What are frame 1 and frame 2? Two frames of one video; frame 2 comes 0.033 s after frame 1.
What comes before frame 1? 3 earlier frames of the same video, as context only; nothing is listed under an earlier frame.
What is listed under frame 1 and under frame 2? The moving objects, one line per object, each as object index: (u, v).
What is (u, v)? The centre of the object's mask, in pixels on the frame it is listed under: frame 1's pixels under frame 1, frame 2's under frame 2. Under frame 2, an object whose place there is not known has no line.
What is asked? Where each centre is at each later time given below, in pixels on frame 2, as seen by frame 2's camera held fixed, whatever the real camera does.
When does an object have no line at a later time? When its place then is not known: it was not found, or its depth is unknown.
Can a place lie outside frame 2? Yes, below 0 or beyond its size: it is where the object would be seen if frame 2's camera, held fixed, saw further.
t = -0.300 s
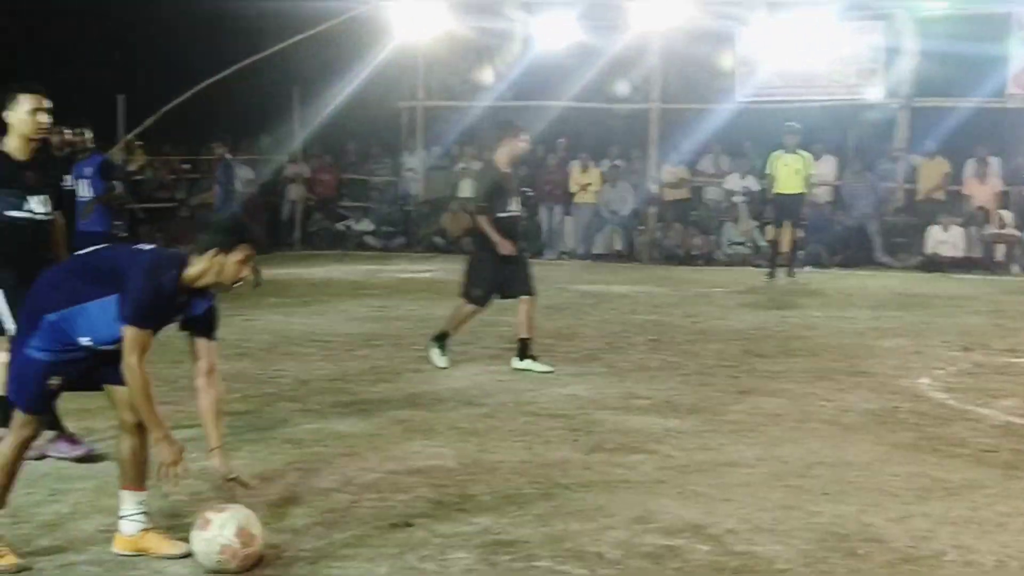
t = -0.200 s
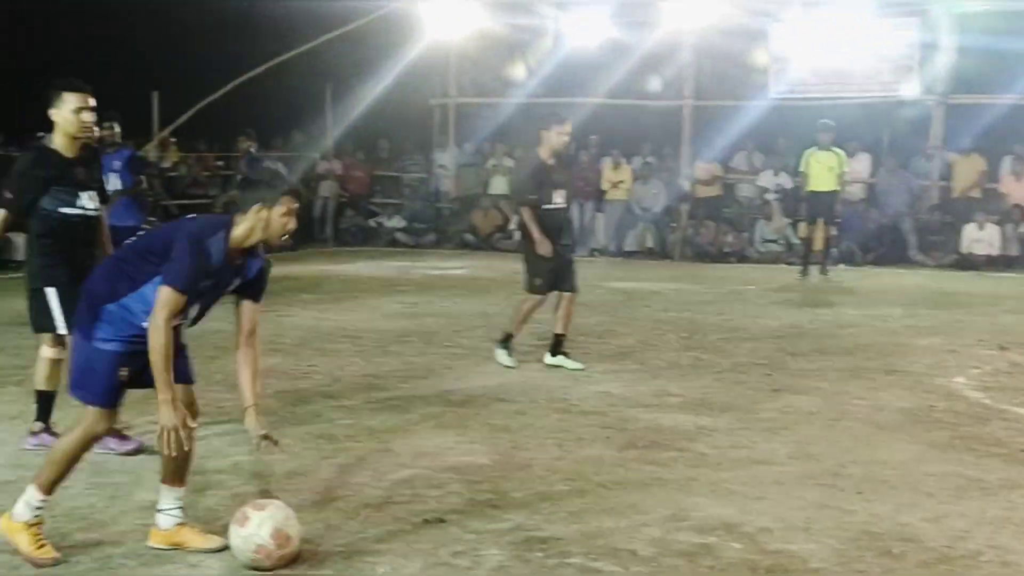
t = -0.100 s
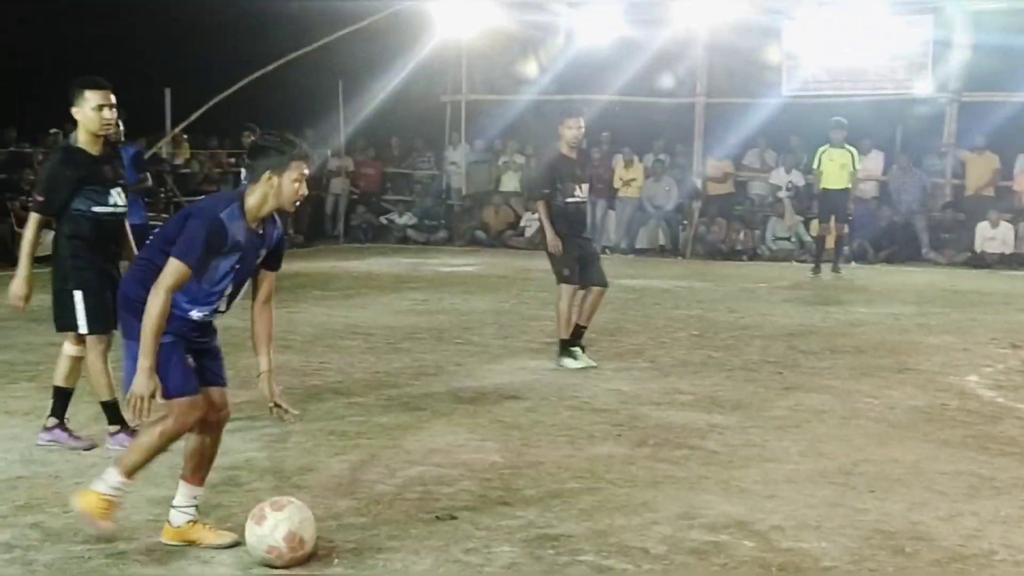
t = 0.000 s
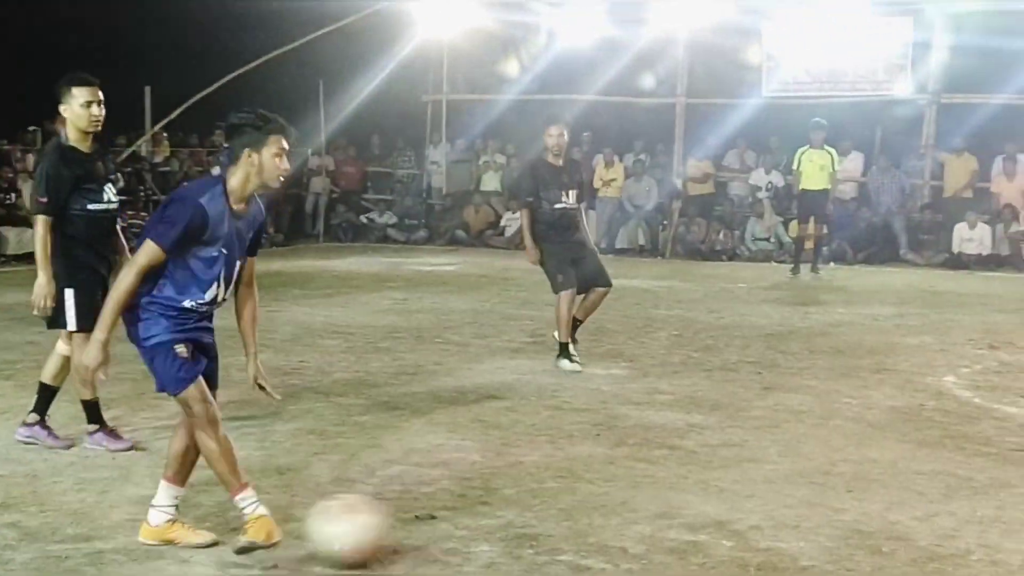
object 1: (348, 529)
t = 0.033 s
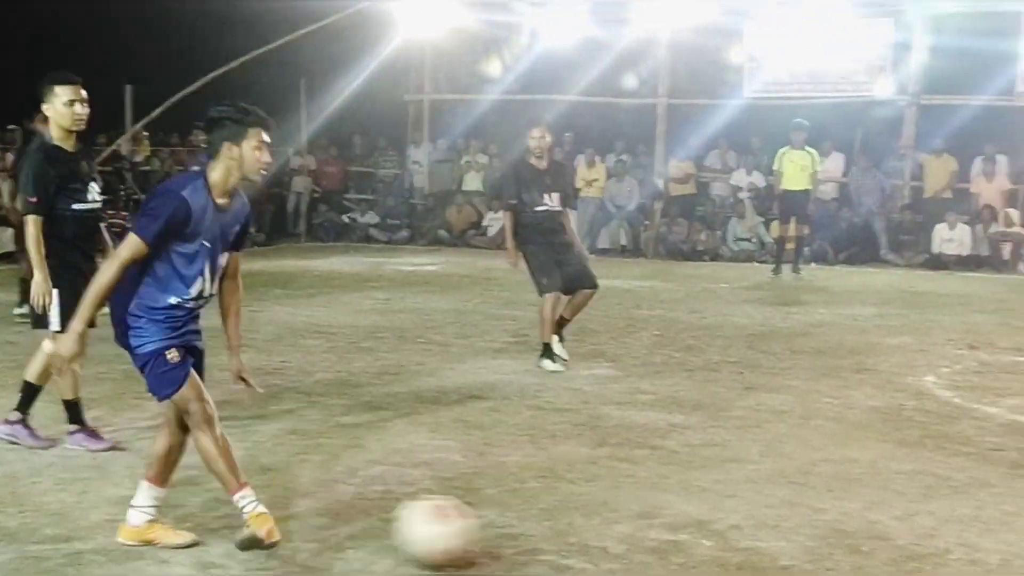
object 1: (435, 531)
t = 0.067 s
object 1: (540, 535)
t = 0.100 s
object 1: (646, 541)
